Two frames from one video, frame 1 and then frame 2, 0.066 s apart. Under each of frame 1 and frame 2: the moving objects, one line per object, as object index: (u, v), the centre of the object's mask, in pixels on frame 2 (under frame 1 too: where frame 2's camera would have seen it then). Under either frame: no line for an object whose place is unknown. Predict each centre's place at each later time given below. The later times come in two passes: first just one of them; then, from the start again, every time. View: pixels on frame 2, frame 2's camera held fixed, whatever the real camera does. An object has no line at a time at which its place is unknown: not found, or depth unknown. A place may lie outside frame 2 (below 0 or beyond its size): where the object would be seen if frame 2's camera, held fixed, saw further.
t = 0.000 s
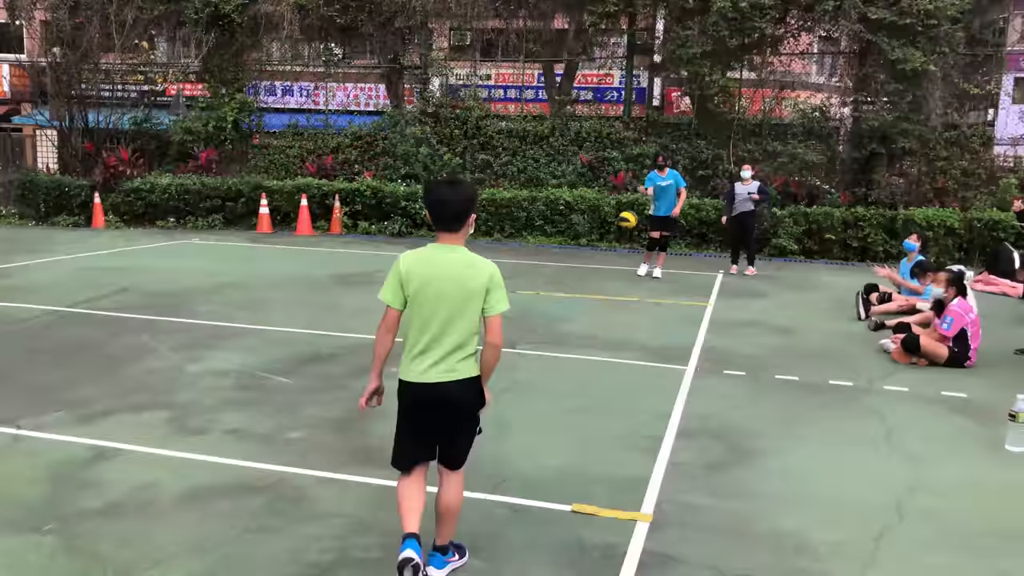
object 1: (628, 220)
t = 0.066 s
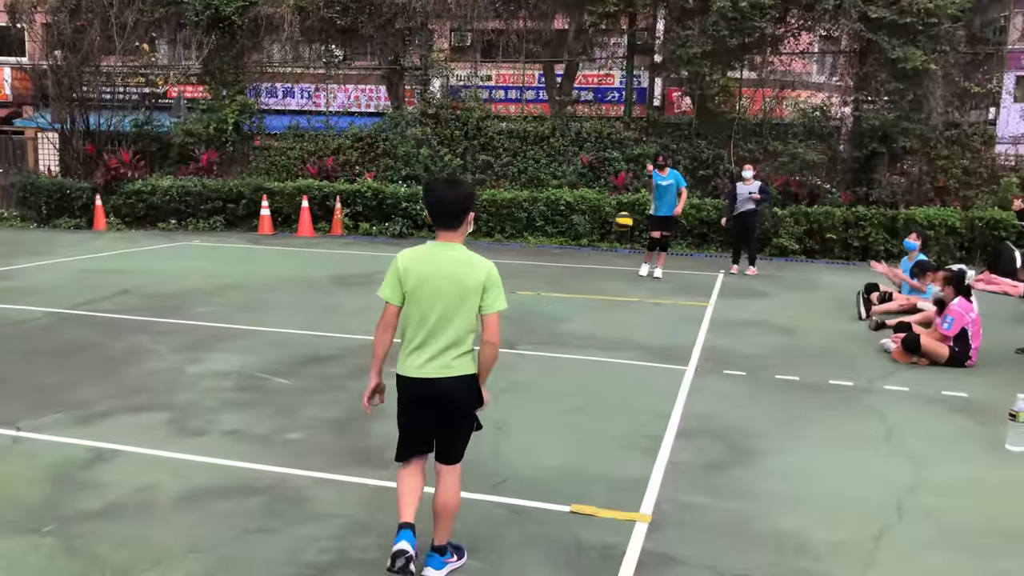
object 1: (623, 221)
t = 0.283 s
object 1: (600, 259)
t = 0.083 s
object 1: (622, 221)
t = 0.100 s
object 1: (620, 223)
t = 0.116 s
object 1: (619, 225)
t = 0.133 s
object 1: (617, 227)
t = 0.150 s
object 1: (615, 230)
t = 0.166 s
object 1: (613, 232)
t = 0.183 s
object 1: (611, 234)
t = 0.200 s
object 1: (609, 237)
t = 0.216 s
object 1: (607, 241)
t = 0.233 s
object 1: (605, 245)
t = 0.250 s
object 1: (603, 249)
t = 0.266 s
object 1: (602, 253)
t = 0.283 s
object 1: (600, 259)
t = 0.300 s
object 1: (598, 266)
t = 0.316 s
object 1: (595, 270)
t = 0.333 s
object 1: (594, 276)
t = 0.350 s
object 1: (591, 284)
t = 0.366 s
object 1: (589, 291)
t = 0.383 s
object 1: (587, 298)
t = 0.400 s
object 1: (584, 306)
